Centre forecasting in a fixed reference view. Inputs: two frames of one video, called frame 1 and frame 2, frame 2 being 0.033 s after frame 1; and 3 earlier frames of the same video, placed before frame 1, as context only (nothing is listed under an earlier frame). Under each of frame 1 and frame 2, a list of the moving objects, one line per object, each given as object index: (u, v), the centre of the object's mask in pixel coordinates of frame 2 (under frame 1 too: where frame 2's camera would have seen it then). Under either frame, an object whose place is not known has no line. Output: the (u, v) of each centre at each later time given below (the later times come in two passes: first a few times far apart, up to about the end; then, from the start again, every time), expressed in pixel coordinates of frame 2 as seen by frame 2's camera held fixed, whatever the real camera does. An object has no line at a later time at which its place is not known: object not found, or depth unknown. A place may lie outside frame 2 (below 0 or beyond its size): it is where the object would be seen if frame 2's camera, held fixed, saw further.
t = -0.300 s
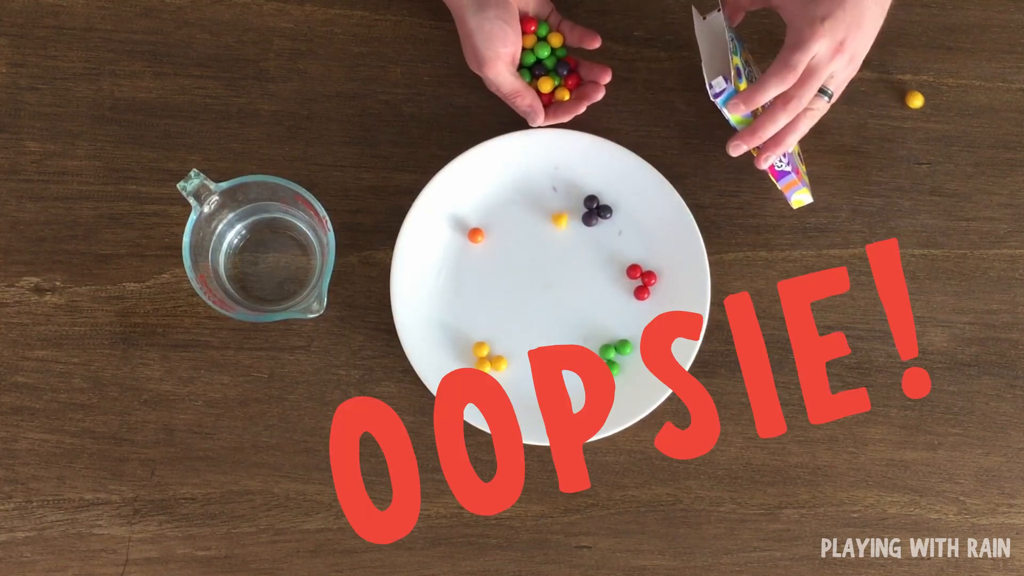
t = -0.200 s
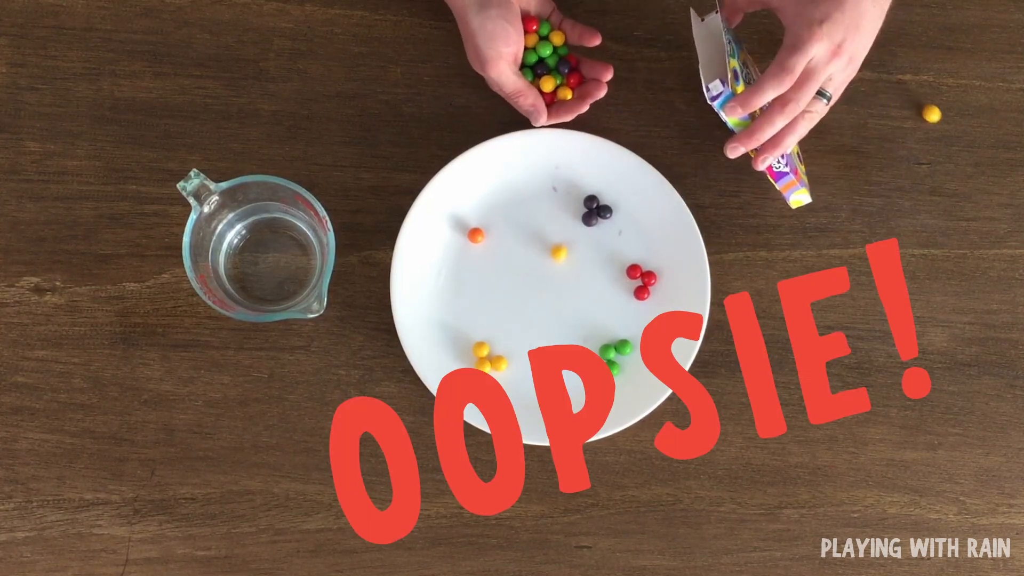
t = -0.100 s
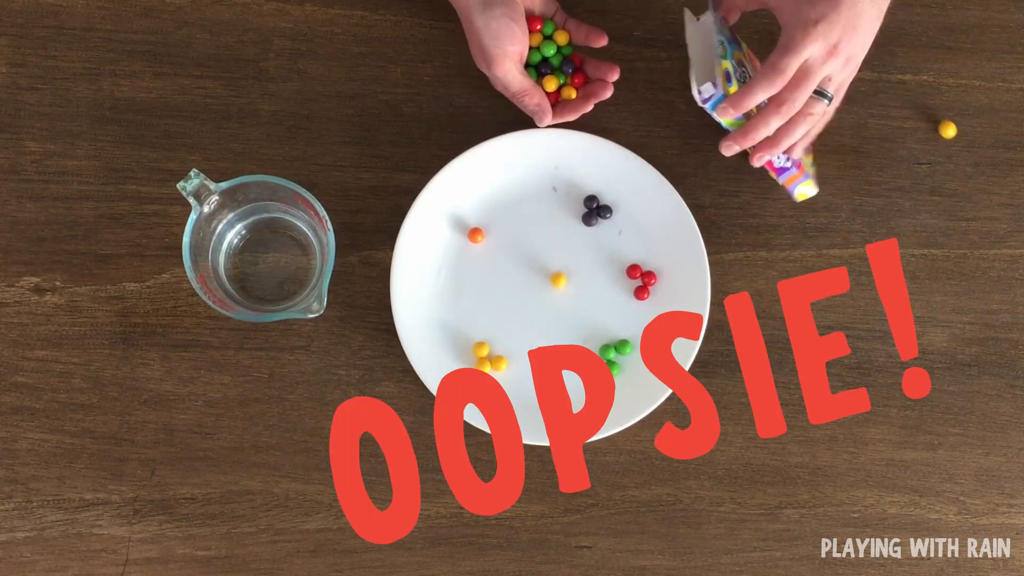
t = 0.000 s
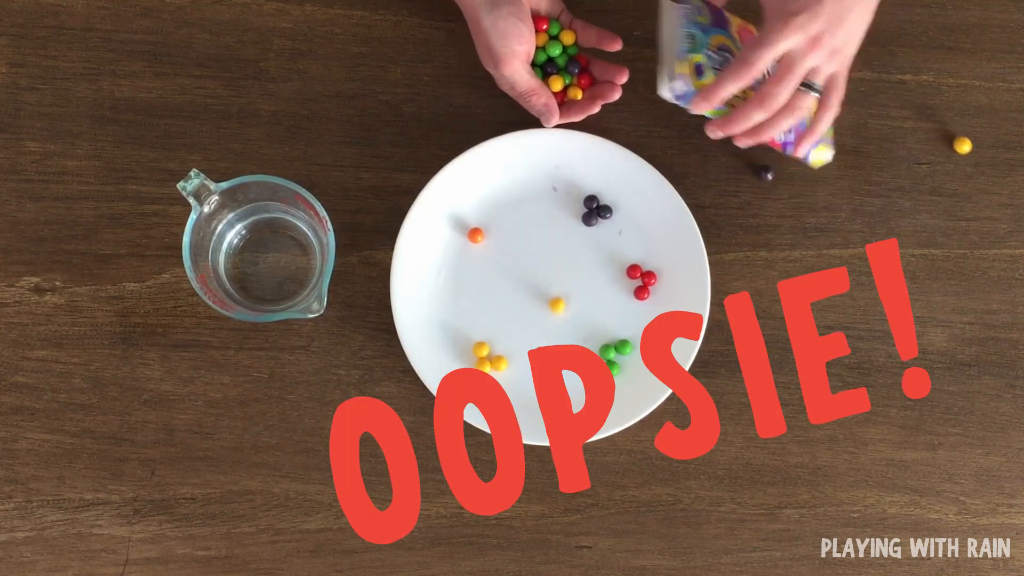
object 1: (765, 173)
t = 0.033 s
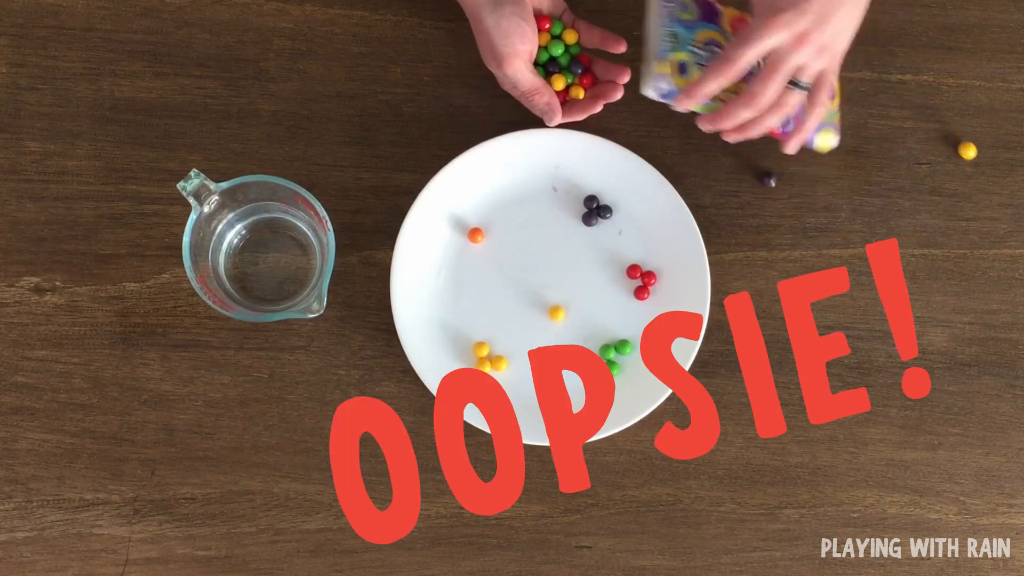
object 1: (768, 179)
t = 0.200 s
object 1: (781, 207)
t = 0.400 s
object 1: (798, 237)
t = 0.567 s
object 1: (809, 261)
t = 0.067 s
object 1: (771, 184)
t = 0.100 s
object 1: (773, 189)
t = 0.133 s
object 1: (776, 195)
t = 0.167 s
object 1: (778, 201)
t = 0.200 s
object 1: (781, 207)
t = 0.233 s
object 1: (784, 213)
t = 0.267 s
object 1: (787, 217)
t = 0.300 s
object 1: (789, 222)
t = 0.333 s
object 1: (793, 228)
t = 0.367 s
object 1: (795, 233)
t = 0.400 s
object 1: (798, 237)
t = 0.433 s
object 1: (799, 242)
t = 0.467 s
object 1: (802, 247)
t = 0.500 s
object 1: (804, 252)
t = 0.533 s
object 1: (806, 256)
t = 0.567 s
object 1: (809, 261)
